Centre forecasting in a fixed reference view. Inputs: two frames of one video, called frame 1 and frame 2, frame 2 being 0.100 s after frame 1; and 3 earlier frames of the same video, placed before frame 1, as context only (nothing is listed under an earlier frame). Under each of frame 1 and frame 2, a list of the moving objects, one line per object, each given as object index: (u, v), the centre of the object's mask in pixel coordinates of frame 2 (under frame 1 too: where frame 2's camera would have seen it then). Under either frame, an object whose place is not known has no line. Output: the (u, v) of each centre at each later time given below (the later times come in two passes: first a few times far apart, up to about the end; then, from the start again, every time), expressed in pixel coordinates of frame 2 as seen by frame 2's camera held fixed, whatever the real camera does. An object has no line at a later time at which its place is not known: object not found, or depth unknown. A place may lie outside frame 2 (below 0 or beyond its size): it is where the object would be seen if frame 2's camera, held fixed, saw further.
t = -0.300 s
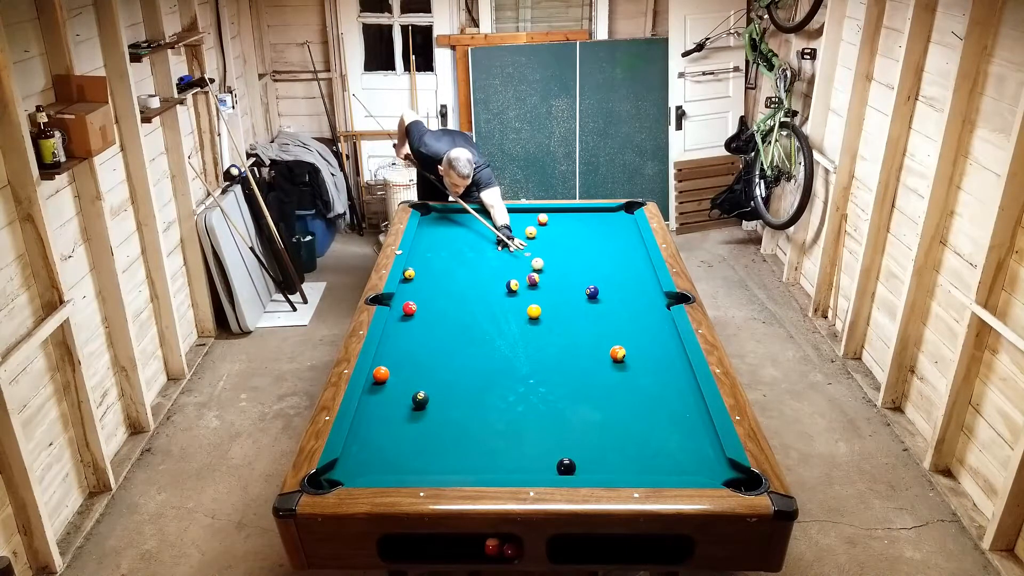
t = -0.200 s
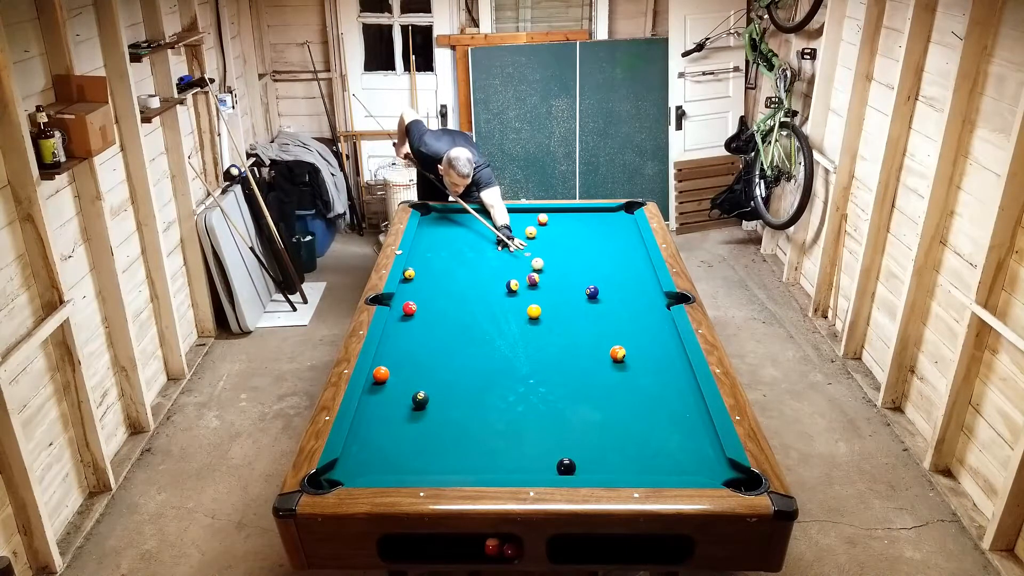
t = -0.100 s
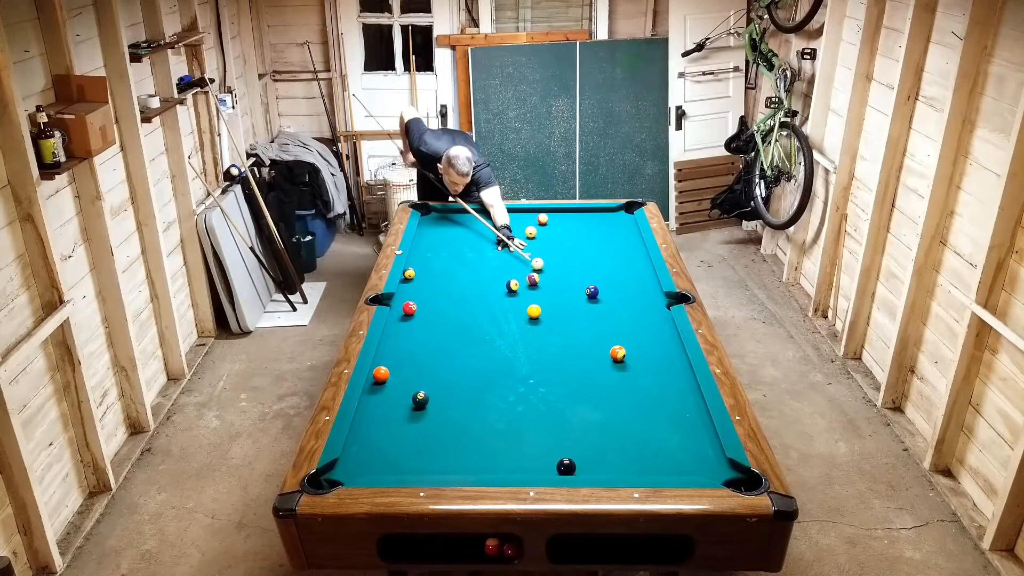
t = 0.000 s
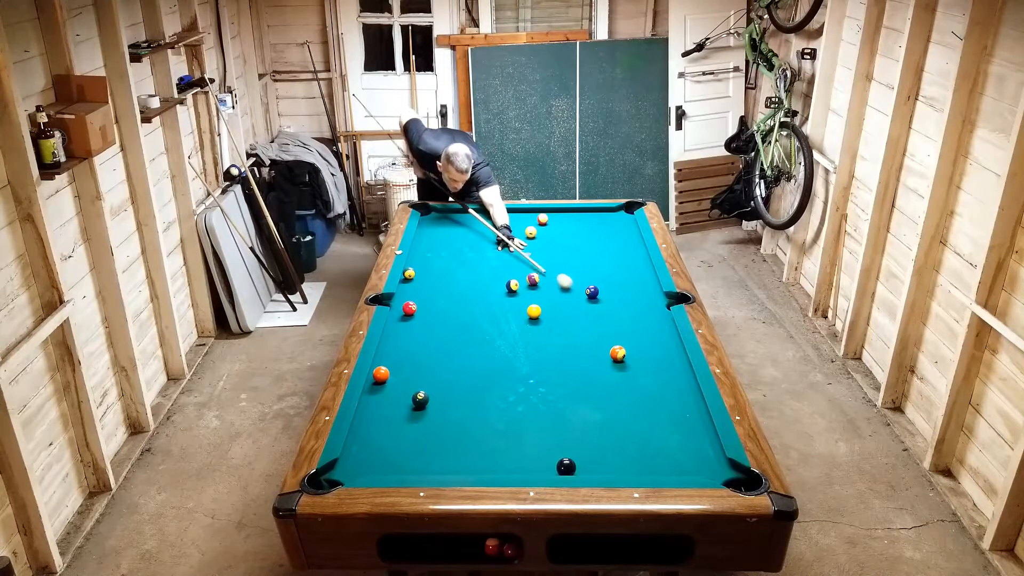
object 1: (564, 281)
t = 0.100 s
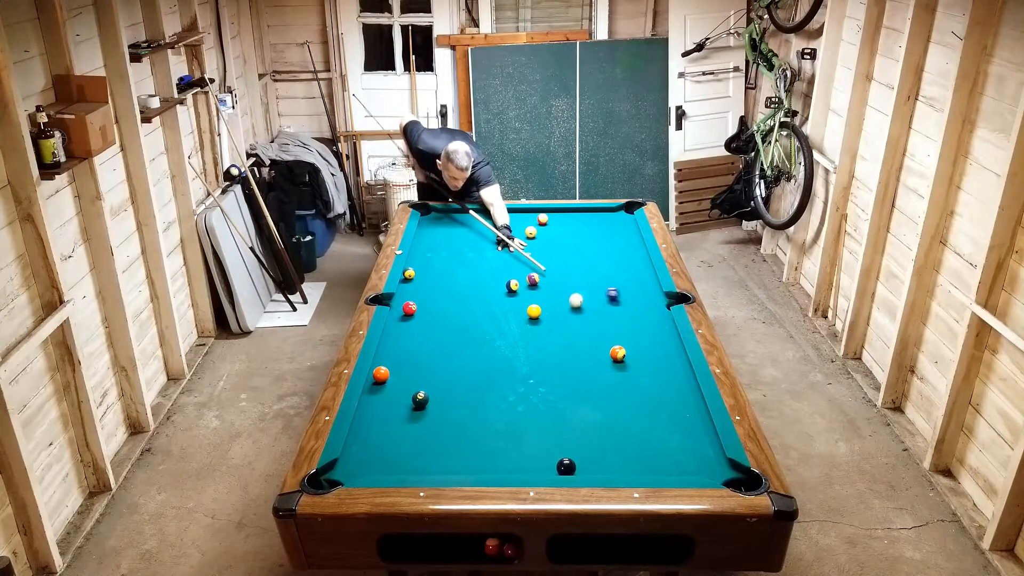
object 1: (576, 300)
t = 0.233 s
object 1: (569, 322)
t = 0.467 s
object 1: (555, 355)
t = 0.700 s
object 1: (539, 393)
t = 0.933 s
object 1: (521, 437)
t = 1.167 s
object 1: (501, 461)
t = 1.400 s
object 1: (488, 432)
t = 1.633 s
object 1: (477, 408)
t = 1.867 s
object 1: (467, 386)
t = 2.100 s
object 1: (458, 367)
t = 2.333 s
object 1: (451, 349)
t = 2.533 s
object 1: (445, 337)
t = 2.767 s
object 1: (439, 323)
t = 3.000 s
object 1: (434, 311)
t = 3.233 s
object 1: (430, 300)
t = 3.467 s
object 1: (426, 290)
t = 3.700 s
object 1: (423, 282)
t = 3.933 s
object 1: (421, 274)
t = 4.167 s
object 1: (425, 269)
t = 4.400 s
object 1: (428, 264)
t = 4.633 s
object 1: (431, 260)
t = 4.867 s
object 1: (433, 256)
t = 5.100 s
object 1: (436, 254)
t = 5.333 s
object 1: (437, 252)
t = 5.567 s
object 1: (439, 250)
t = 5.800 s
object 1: (440, 249)
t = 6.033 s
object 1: (441, 248)
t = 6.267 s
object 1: (441, 248)
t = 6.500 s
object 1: (441, 248)
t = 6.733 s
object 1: (441, 248)
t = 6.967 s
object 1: (441, 248)
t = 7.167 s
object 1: (441, 248)
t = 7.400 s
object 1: (441, 248)
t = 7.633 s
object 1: (441, 248)
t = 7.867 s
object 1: (441, 248)
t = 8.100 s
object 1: (441, 248)
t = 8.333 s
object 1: (441, 248)
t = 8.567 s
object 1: (441, 248)
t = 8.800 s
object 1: (441, 248)
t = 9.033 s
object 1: (441, 248)
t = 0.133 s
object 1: (574, 306)
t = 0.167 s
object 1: (573, 312)
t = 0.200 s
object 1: (571, 317)
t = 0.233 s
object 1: (569, 322)
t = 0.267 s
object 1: (567, 326)
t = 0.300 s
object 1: (565, 331)
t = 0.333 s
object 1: (563, 335)
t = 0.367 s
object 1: (561, 340)
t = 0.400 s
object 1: (559, 345)
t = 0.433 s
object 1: (557, 350)
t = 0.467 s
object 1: (555, 355)
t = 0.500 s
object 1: (553, 360)
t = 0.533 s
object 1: (550, 365)
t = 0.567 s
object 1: (548, 370)
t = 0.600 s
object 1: (546, 376)
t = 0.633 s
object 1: (544, 382)
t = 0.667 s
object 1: (541, 387)
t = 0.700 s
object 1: (539, 393)
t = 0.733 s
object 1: (536, 399)
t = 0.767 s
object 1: (534, 405)
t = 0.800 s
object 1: (531, 411)
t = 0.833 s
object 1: (529, 417)
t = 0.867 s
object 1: (526, 423)
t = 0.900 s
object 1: (523, 431)
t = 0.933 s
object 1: (521, 437)
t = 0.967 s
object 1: (518, 444)
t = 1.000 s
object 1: (515, 451)
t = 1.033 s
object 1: (512, 458)
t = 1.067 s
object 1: (509, 465)
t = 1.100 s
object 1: (505, 469)
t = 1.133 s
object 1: (503, 465)
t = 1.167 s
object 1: (501, 461)
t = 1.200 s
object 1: (499, 457)
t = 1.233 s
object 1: (498, 452)
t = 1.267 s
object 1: (496, 448)
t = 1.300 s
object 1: (494, 444)
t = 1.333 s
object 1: (492, 440)
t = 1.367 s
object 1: (490, 436)
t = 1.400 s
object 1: (488, 432)
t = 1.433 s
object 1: (487, 429)
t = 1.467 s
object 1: (485, 425)
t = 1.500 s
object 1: (483, 421)
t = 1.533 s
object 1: (482, 418)
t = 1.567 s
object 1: (480, 414)
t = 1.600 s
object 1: (479, 410)
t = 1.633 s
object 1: (477, 408)
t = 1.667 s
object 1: (475, 405)
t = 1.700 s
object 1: (474, 401)
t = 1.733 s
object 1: (473, 398)
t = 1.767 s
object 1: (471, 395)
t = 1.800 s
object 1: (470, 391)
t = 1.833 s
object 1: (468, 389)
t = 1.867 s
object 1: (467, 386)
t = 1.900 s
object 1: (466, 383)
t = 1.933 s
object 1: (464, 380)
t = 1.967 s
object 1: (463, 377)
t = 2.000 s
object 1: (462, 375)
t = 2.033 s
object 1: (461, 372)
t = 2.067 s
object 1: (460, 369)
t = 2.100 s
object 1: (458, 367)
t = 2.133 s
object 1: (457, 364)
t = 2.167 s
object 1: (456, 362)
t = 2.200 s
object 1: (455, 359)
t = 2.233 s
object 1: (454, 357)
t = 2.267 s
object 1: (453, 354)
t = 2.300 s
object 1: (452, 352)
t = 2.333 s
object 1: (451, 349)
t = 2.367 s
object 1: (450, 347)
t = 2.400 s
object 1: (449, 345)
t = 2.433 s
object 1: (448, 343)
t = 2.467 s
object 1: (447, 341)
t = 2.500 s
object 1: (446, 339)
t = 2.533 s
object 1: (445, 337)
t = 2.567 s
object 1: (444, 334)
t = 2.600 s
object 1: (443, 333)
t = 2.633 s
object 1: (442, 331)
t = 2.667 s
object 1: (442, 329)
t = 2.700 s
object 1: (441, 327)
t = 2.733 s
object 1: (440, 325)
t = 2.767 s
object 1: (439, 323)
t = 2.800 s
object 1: (438, 321)
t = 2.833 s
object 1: (438, 320)
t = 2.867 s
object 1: (437, 318)
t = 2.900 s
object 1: (436, 316)
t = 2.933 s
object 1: (435, 314)
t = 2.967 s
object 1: (435, 312)
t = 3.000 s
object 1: (434, 311)
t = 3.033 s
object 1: (433, 309)
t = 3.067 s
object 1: (433, 308)
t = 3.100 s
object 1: (432, 306)
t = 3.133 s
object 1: (431, 304)
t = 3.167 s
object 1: (431, 303)
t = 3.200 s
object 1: (430, 301)
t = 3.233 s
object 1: (430, 300)
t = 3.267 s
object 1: (429, 298)
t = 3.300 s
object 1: (428, 297)
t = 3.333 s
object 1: (428, 296)
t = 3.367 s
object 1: (427, 294)
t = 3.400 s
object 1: (427, 293)
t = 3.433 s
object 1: (426, 291)
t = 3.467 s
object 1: (426, 290)
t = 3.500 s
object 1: (425, 289)
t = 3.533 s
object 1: (425, 288)
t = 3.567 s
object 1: (424, 286)
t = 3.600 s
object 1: (424, 285)
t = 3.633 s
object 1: (423, 284)
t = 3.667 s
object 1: (423, 283)
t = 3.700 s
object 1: (423, 282)
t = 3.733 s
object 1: (422, 280)
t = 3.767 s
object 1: (422, 279)
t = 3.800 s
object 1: (422, 278)
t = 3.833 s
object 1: (421, 277)
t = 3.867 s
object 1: (421, 276)
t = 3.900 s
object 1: (420, 275)
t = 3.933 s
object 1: (421, 274)
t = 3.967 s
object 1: (422, 273)
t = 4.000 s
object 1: (422, 272)
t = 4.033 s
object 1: (423, 272)
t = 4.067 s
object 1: (423, 271)
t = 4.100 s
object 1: (424, 270)
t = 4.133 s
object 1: (424, 269)
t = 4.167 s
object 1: (425, 269)
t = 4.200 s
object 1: (425, 268)
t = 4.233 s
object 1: (426, 267)
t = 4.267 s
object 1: (426, 266)
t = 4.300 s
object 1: (427, 266)
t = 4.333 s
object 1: (427, 265)
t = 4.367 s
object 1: (428, 264)
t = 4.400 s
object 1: (428, 264)
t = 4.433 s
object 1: (429, 263)
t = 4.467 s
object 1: (429, 262)
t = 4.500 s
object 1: (430, 262)
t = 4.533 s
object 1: (430, 261)
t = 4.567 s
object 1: (430, 261)
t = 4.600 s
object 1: (431, 260)
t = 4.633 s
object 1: (431, 260)
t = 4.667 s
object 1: (431, 259)
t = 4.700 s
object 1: (432, 259)
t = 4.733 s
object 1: (432, 258)
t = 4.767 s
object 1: (432, 258)
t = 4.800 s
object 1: (433, 257)
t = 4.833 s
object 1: (433, 257)
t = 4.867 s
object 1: (433, 256)
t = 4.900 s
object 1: (434, 256)
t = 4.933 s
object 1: (434, 256)
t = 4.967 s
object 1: (434, 255)
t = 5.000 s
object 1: (435, 255)
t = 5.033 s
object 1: (435, 255)
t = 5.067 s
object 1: (435, 254)
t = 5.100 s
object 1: (436, 254)
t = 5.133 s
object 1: (436, 253)
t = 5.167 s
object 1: (436, 253)
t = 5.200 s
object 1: (436, 253)
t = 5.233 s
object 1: (437, 252)
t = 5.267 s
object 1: (437, 252)
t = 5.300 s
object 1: (437, 252)
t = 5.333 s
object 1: (437, 252)
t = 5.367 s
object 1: (437, 251)
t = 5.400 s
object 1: (438, 251)
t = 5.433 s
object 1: (438, 251)
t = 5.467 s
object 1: (438, 251)
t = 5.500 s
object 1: (438, 250)
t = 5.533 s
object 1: (438, 250)
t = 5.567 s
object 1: (439, 250)
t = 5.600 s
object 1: (439, 250)
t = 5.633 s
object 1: (439, 249)
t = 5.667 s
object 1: (439, 249)
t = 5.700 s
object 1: (439, 249)
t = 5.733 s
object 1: (439, 249)
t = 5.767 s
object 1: (440, 249)
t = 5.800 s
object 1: (440, 249)
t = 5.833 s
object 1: (440, 249)
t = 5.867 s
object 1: (440, 248)
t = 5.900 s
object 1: (440, 248)
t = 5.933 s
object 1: (440, 248)
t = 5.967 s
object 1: (440, 248)
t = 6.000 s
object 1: (441, 248)
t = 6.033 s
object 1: (441, 248)
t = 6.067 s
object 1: (441, 248)
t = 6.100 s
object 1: (441, 248)
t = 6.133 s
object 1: (441, 248)
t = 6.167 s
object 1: (441, 248)
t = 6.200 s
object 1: (441, 248)
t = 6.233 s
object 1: (441, 248)
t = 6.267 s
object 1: (441, 248)
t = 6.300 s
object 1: (441, 248)
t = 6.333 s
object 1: (441, 248)
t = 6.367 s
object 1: (441, 248)
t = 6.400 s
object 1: (441, 248)
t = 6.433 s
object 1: (441, 248)
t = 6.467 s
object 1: (441, 248)
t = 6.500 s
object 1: (441, 248)
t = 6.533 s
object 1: (441, 248)
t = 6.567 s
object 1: (441, 248)
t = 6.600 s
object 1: (441, 248)
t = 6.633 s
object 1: (441, 248)
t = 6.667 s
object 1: (441, 248)
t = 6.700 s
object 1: (441, 248)
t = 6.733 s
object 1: (441, 248)
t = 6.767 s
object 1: (441, 248)
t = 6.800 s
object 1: (441, 248)
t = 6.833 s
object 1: (441, 248)
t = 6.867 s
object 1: (441, 248)
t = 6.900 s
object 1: (441, 248)
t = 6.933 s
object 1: (441, 248)
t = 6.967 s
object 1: (441, 248)
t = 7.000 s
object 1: (441, 248)
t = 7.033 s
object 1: (441, 248)
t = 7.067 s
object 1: (441, 248)
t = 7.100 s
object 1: (441, 248)
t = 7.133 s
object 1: (441, 248)
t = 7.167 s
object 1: (441, 248)
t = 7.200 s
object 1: (441, 248)
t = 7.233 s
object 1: (441, 248)
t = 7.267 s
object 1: (441, 248)
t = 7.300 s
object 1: (441, 248)
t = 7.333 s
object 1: (441, 248)
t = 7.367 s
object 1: (441, 248)
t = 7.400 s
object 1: (441, 248)
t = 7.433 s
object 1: (441, 248)
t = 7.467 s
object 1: (441, 248)
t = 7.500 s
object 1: (441, 248)
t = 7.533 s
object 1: (441, 248)
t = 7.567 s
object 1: (441, 248)
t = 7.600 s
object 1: (441, 248)
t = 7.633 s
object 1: (441, 248)
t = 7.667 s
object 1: (441, 248)
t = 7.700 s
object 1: (441, 248)
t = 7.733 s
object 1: (441, 248)
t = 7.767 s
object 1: (441, 248)
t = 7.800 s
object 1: (441, 248)
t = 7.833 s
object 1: (441, 248)
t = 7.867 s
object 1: (441, 248)
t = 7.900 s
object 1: (441, 248)
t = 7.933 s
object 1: (441, 248)
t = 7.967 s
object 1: (441, 248)
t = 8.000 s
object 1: (441, 248)
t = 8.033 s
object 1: (441, 248)
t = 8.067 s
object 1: (441, 248)
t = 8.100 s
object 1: (441, 248)
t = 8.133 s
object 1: (441, 248)
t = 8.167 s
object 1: (441, 248)
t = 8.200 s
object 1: (441, 248)
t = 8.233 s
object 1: (441, 248)
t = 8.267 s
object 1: (441, 248)
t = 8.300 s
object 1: (441, 248)
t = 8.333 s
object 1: (441, 248)
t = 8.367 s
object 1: (441, 248)
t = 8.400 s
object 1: (441, 248)
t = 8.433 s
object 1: (441, 248)
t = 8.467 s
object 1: (441, 248)
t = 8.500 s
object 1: (441, 248)
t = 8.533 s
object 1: (441, 248)
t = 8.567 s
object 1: (441, 248)
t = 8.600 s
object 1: (441, 248)
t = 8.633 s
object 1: (441, 248)
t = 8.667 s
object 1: (441, 248)
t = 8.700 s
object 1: (441, 248)
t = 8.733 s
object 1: (441, 248)
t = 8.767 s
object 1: (441, 248)
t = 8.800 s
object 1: (441, 248)
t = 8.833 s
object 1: (441, 248)
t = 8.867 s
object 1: (441, 248)
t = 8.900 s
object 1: (441, 248)
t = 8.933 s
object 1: (441, 248)
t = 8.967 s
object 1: (441, 248)
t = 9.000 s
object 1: (441, 248)
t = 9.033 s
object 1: (441, 248)
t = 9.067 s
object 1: (441, 248)
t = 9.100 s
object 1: (441, 248)
